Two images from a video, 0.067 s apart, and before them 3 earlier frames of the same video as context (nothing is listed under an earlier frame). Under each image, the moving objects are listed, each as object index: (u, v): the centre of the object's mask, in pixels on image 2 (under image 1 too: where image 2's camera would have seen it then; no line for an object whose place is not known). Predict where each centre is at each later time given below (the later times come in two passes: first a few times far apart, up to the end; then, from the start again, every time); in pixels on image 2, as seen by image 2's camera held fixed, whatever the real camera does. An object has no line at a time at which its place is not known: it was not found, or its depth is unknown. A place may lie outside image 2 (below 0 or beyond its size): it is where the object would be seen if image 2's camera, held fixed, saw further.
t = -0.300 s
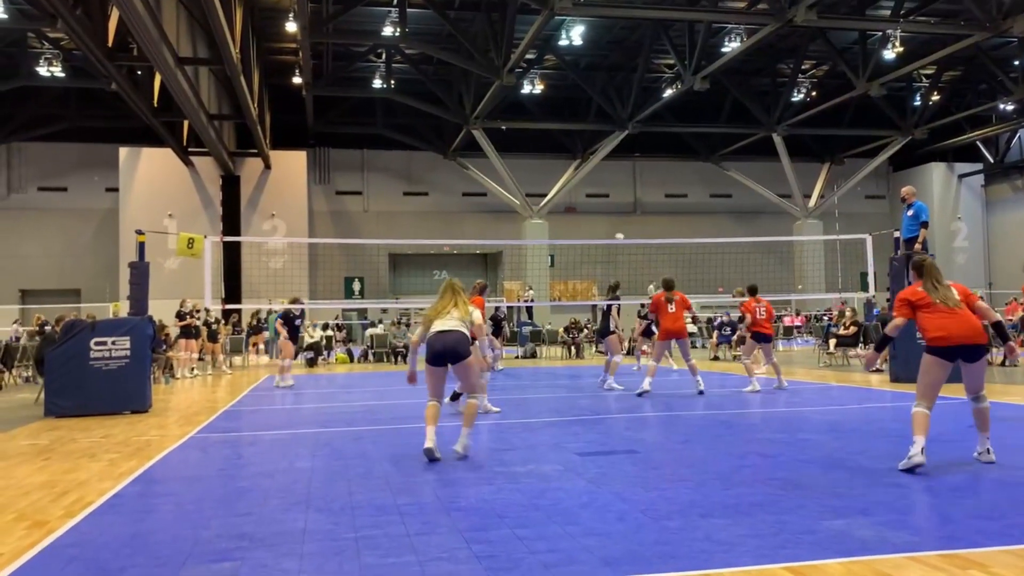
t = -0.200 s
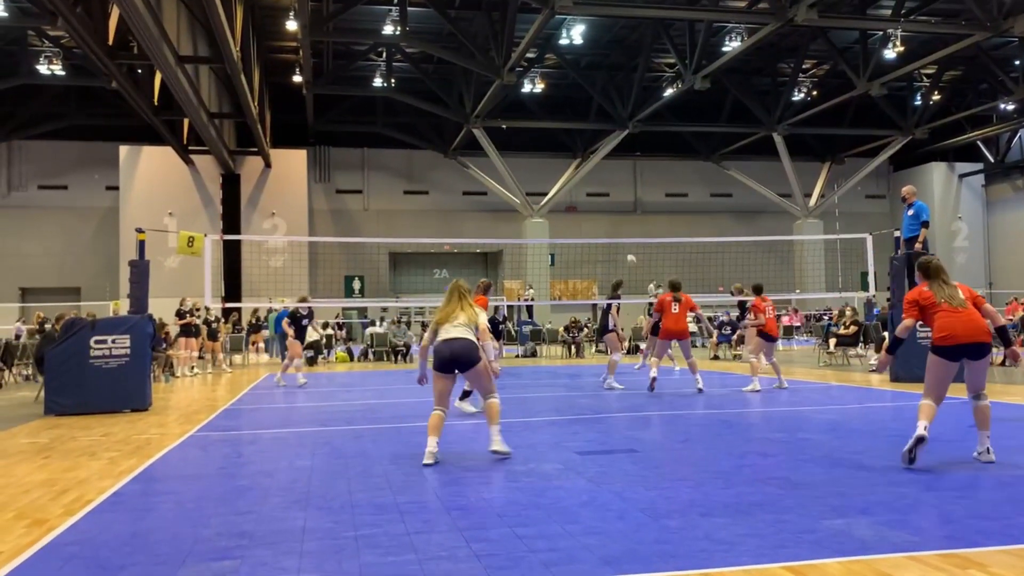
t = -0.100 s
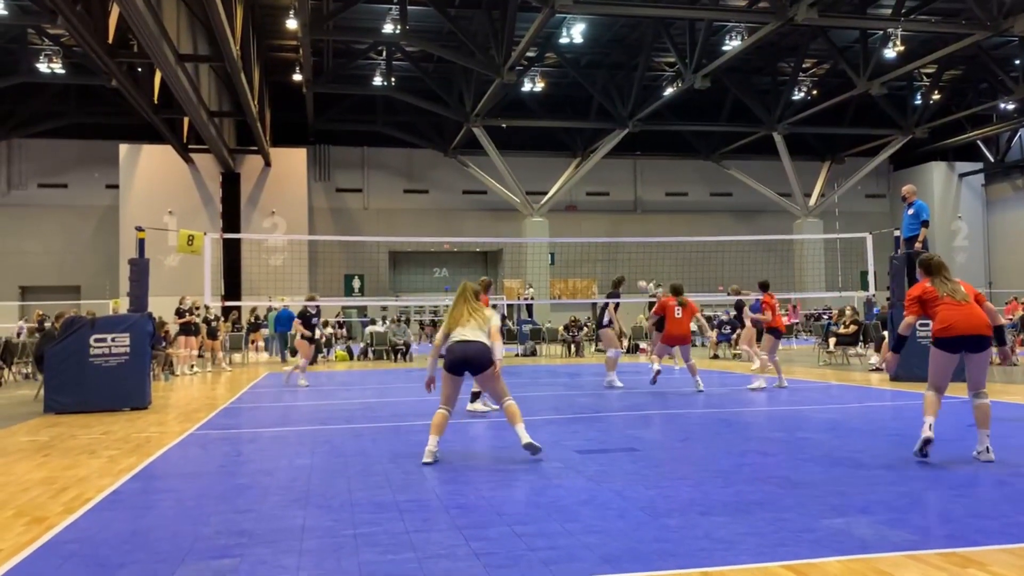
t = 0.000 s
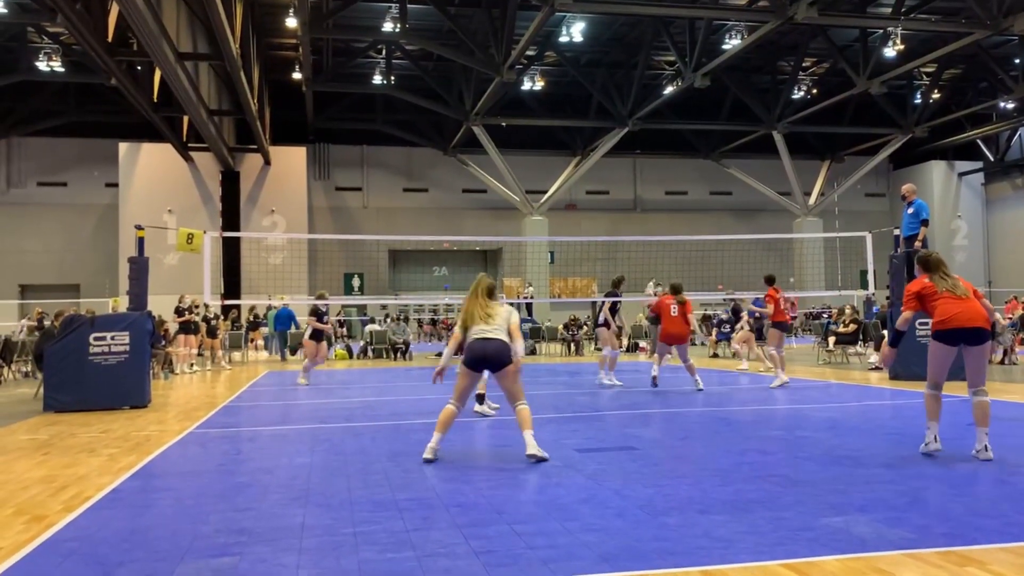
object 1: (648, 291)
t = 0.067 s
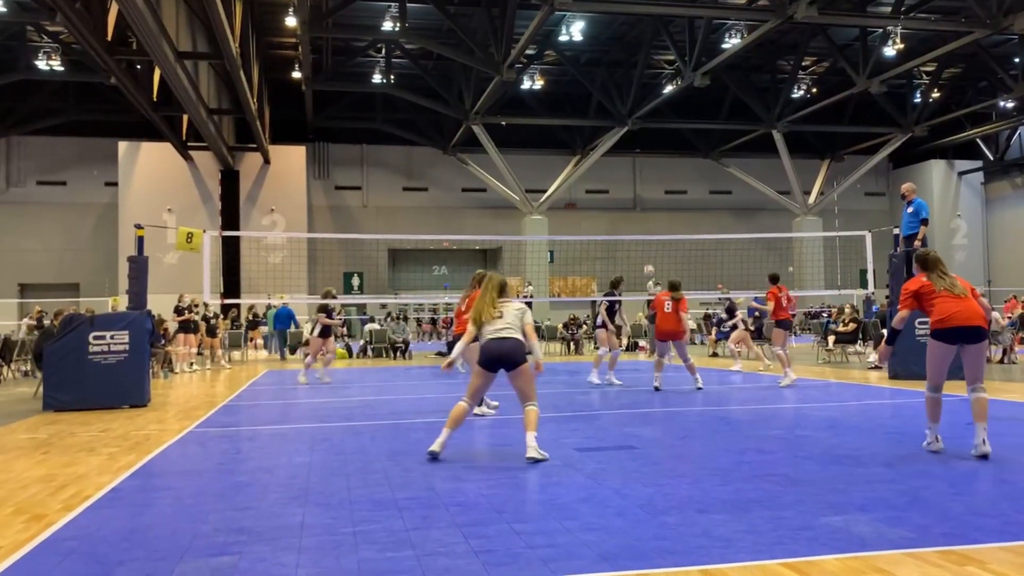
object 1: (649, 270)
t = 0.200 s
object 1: (649, 230)
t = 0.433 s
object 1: (650, 177)
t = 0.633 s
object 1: (654, 150)
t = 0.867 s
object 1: (657, 149)
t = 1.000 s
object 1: (659, 169)
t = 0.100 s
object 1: (649, 259)
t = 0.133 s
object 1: (649, 250)
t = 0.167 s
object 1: (649, 242)
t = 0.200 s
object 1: (649, 230)
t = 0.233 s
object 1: (648, 222)
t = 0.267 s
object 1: (649, 213)
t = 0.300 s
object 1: (649, 206)
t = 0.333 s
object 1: (650, 198)
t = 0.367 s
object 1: (650, 190)
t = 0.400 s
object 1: (650, 183)
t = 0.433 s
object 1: (650, 177)
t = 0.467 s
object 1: (651, 172)
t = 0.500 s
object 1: (652, 166)
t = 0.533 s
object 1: (652, 161)
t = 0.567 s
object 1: (653, 157)
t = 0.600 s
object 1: (653, 152)
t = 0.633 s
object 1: (654, 150)
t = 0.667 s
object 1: (654, 148)
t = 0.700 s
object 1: (655, 146)
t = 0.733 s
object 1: (655, 145)
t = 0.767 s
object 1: (656, 145)
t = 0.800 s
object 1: (656, 145)
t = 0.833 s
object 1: (657, 147)
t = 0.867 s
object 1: (657, 149)
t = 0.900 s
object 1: (657, 152)
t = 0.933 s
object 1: (658, 156)
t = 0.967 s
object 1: (659, 162)
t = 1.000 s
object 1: (659, 169)
